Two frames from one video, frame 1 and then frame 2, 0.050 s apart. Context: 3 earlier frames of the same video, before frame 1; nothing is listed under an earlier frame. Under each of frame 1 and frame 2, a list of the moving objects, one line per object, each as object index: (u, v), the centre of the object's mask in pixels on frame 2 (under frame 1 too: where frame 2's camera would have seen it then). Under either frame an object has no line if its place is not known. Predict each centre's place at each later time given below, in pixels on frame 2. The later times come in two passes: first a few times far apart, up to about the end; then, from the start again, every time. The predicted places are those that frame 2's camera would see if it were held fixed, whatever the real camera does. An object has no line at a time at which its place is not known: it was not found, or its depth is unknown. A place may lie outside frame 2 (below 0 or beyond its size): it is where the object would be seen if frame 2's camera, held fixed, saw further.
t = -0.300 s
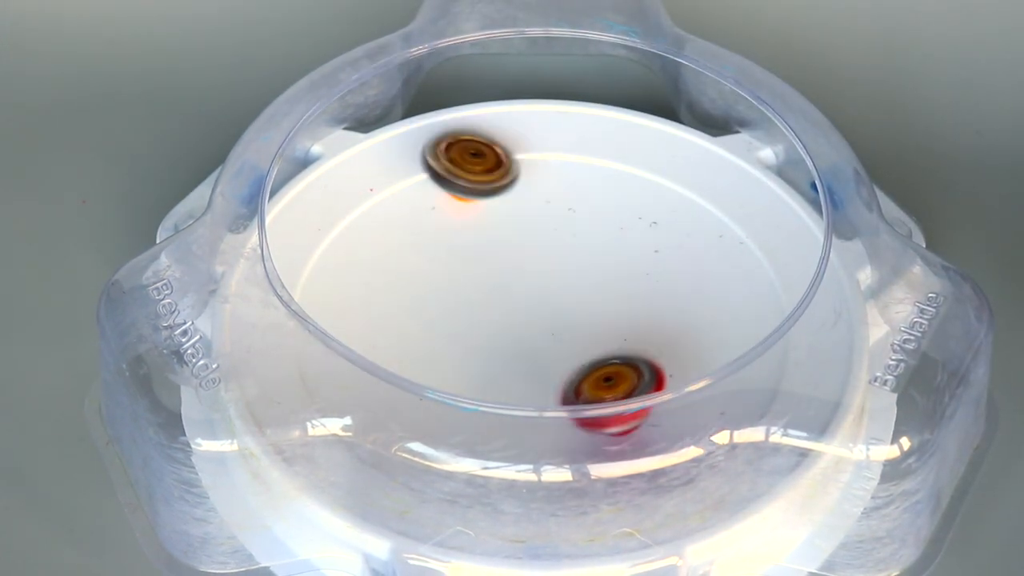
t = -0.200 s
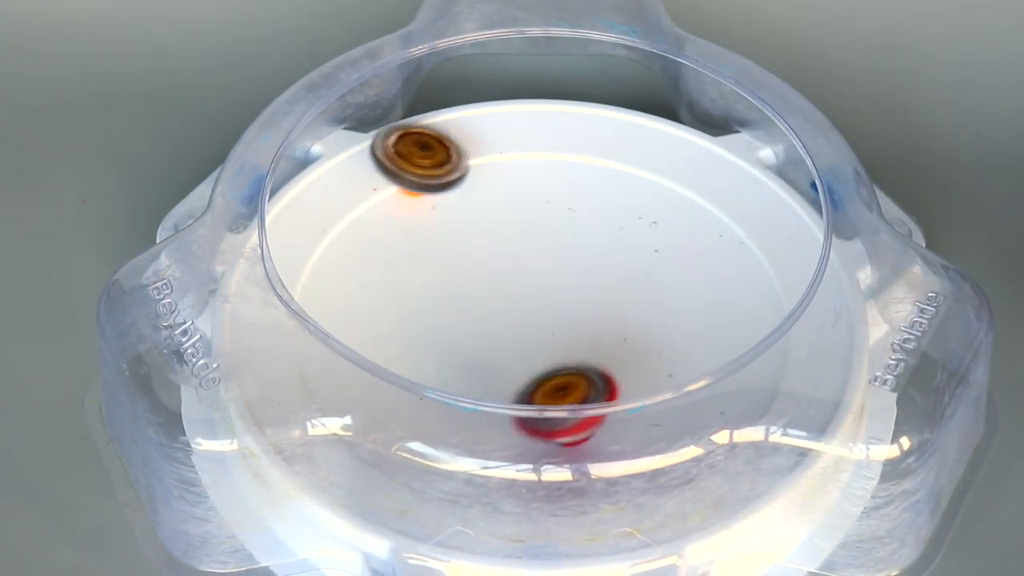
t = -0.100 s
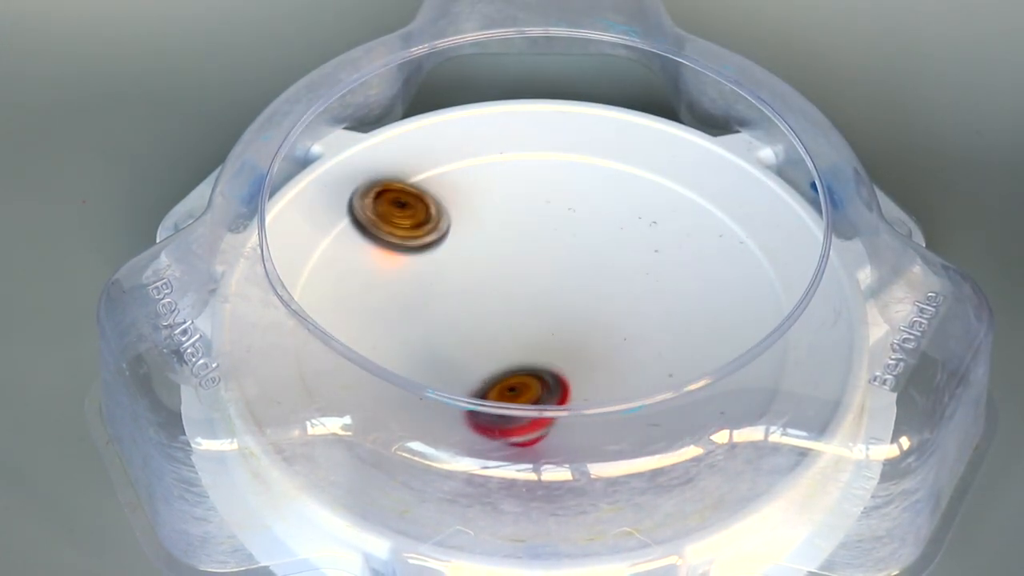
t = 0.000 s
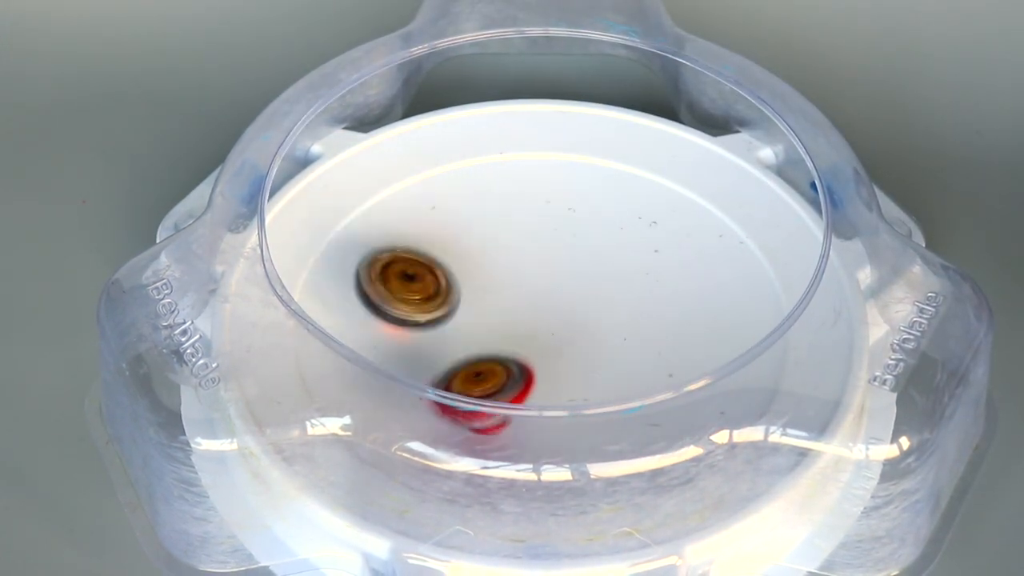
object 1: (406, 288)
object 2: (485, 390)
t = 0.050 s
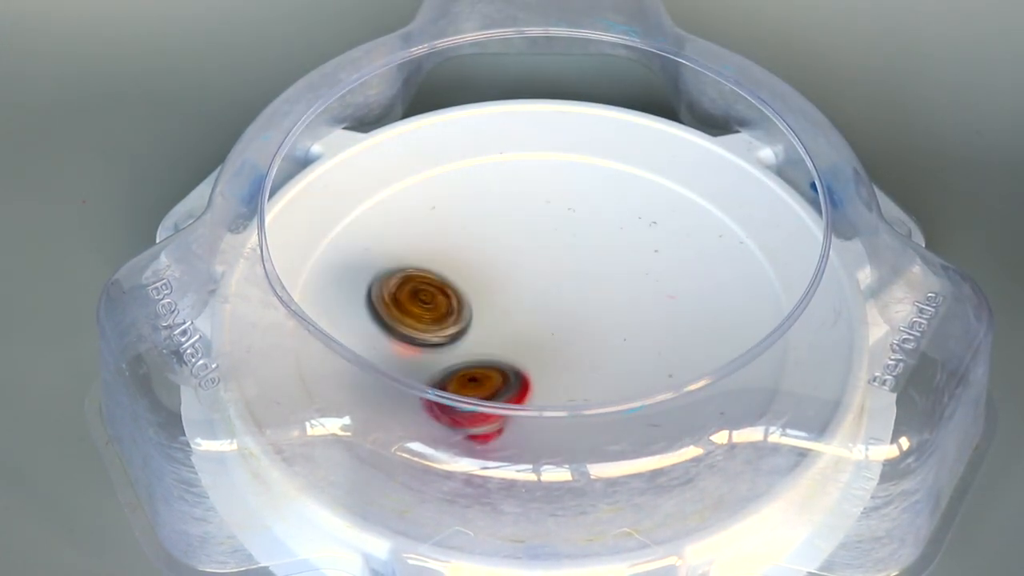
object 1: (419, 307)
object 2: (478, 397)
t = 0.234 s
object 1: (455, 227)
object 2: (579, 478)
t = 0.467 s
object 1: (516, 219)
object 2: (613, 449)
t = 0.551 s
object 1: (536, 228)
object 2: (590, 421)
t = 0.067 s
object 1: (418, 297)
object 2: (484, 414)
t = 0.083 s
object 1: (419, 286)
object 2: (487, 435)
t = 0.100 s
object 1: (421, 276)
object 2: (498, 438)
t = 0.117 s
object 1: (423, 267)
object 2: (510, 441)
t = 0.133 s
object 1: (426, 258)
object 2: (516, 461)
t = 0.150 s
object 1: (430, 251)
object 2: (526, 465)
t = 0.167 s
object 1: (435, 244)
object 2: (541, 465)
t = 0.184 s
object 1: (439, 239)
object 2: (552, 469)
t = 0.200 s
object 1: (444, 233)
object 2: (562, 476)
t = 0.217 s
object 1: (449, 231)
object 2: (571, 479)
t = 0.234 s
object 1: (455, 227)
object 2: (579, 478)
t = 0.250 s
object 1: (460, 224)
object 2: (589, 482)
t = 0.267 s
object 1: (465, 222)
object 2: (597, 485)
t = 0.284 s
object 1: (469, 220)
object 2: (602, 482)
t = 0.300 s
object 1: (474, 218)
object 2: (608, 483)
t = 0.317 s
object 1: (479, 217)
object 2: (613, 483)
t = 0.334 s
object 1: (483, 217)
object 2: (617, 481)
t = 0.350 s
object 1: (488, 216)
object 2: (619, 477)
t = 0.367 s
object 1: (492, 216)
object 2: (620, 476)
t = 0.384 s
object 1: (496, 215)
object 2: (622, 476)
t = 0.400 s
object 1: (501, 215)
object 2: (621, 461)
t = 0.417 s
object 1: (505, 217)
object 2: (619, 461)
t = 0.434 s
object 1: (509, 217)
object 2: (617, 459)
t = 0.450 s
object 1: (513, 218)
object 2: (615, 453)
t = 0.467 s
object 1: (516, 219)
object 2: (613, 449)
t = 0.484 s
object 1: (521, 220)
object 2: (609, 441)
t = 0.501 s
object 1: (525, 223)
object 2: (607, 439)
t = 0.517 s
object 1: (528, 224)
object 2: (602, 437)
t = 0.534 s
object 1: (533, 226)
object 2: (596, 429)
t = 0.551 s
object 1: (536, 228)
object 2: (590, 421)
